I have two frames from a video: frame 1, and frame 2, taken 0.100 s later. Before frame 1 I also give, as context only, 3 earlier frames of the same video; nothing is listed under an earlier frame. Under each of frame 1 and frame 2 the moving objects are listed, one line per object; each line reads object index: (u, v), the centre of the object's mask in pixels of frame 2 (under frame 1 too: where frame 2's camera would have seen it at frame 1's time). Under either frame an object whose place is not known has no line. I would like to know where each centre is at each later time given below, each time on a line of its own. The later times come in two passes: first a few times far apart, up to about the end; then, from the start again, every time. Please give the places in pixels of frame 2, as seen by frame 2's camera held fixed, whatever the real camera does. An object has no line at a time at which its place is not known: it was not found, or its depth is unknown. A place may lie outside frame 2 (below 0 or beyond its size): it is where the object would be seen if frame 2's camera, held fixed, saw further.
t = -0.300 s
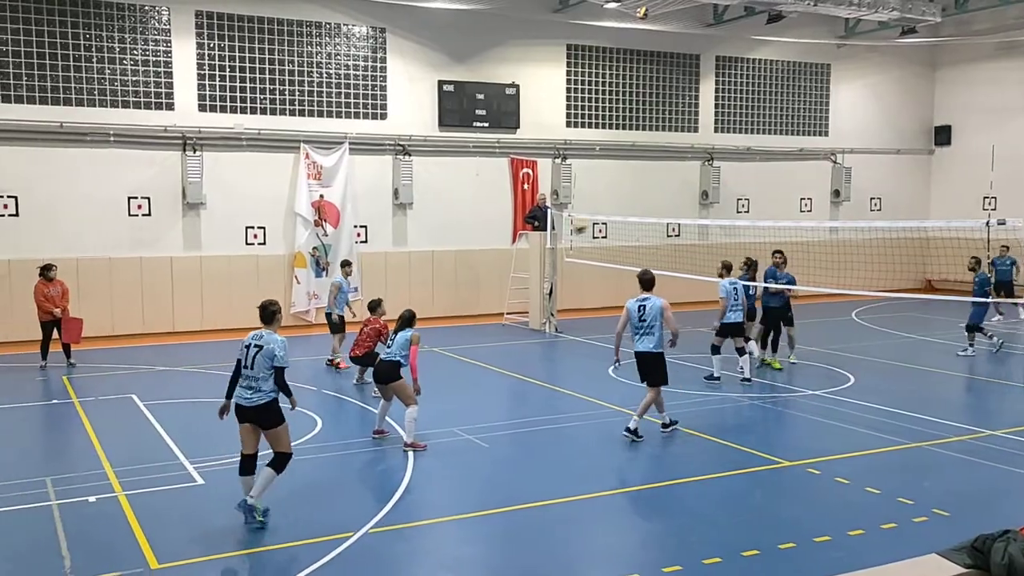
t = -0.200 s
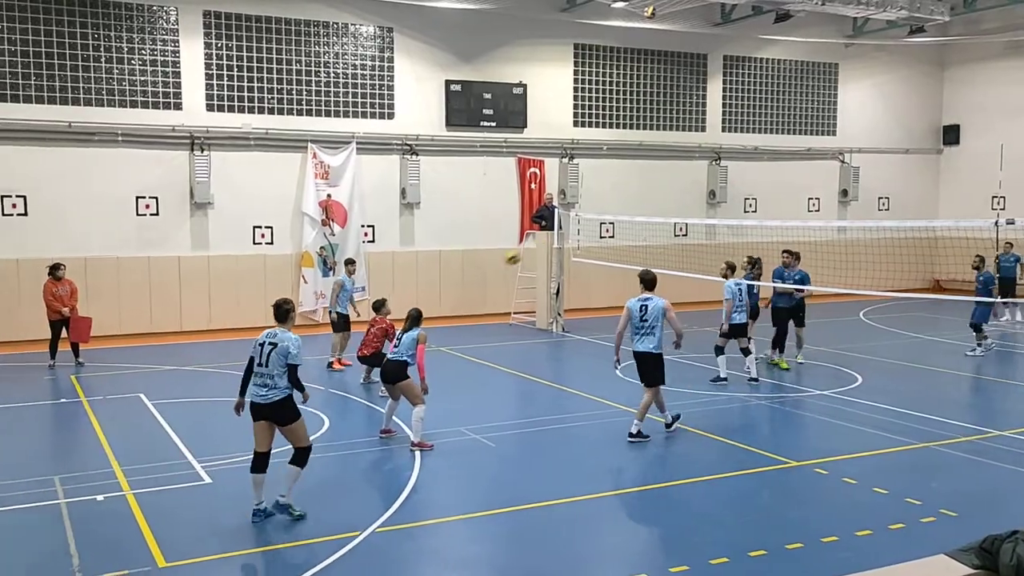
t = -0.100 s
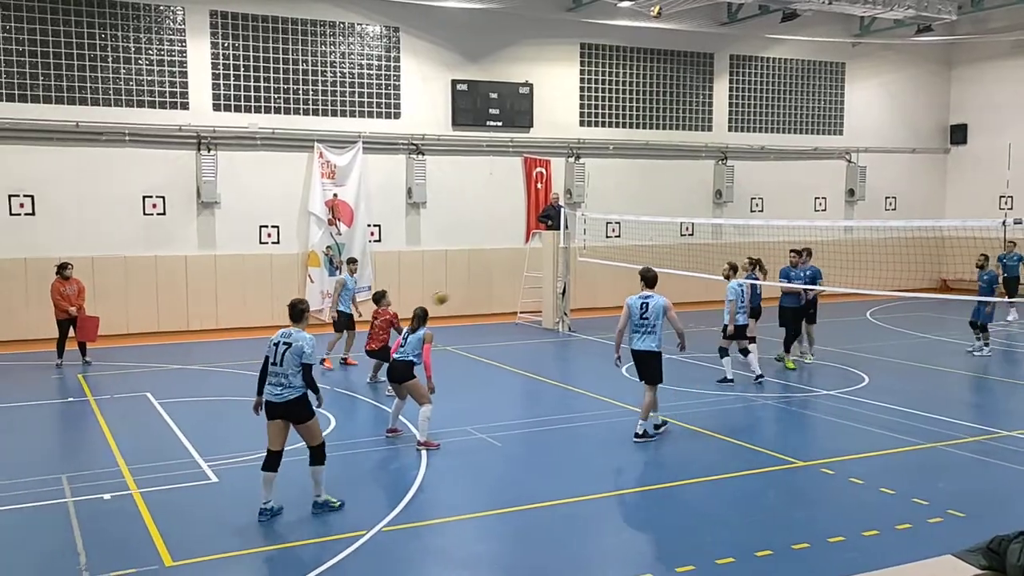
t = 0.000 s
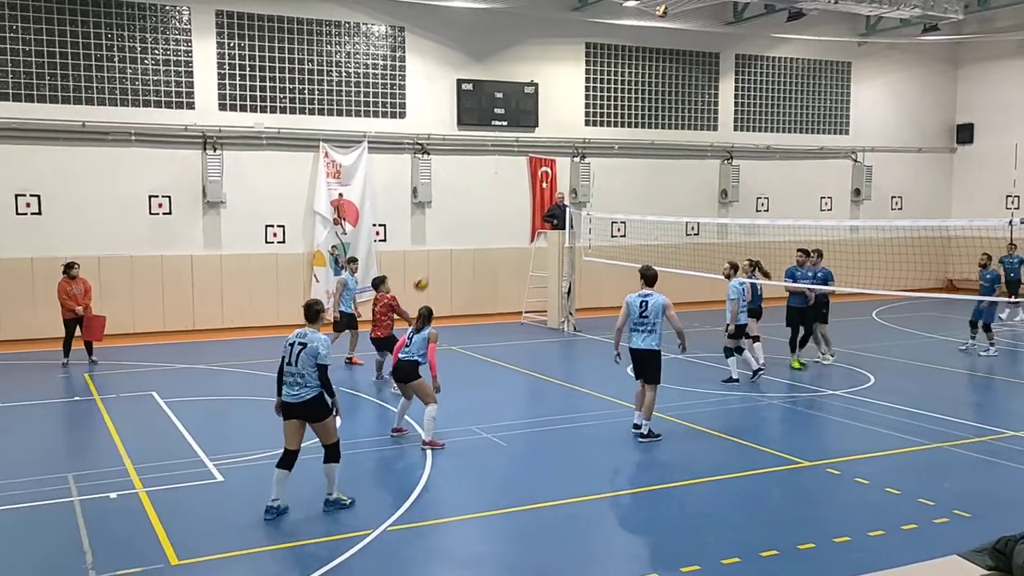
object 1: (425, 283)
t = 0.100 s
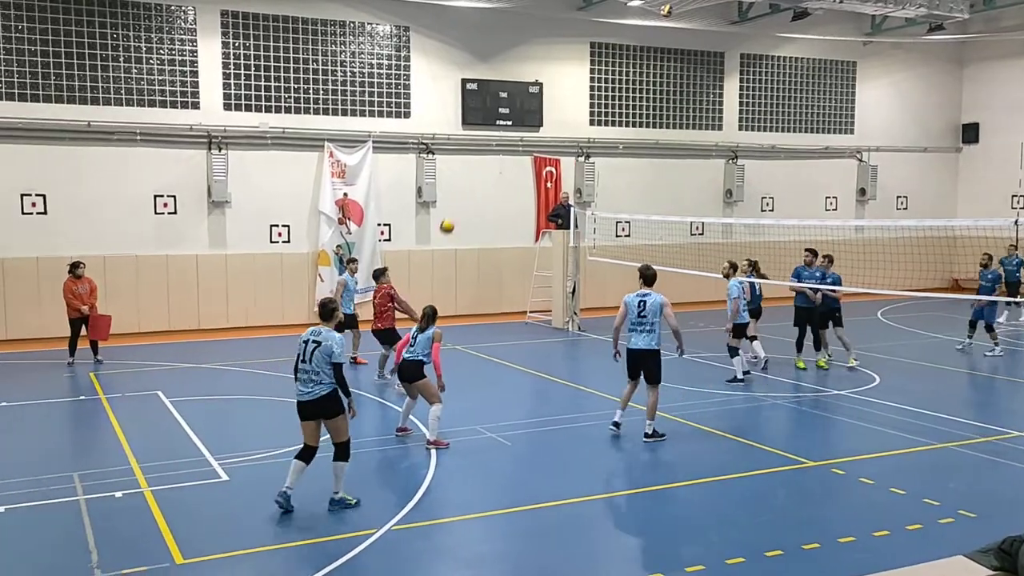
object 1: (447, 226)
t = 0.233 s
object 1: (475, 163)
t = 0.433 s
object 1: (514, 91)
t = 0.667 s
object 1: (559, 46)
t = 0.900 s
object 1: (602, 37)
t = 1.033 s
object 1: (626, 50)
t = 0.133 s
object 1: (453, 210)
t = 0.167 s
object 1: (461, 193)
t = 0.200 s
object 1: (467, 178)
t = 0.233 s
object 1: (475, 163)
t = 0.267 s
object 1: (482, 149)
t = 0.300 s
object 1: (489, 136)
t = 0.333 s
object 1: (495, 123)
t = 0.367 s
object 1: (502, 111)
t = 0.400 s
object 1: (508, 100)
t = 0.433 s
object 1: (514, 91)
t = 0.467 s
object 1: (521, 84)
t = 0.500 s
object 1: (528, 76)
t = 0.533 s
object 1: (535, 69)
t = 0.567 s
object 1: (541, 61)
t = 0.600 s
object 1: (547, 56)
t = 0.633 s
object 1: (554, 51)
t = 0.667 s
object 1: (559, 46)
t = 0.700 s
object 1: (566, 42)
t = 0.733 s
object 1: (571, 40)
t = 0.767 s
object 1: (578, 38)
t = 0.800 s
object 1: (584, 37)
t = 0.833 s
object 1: (589, 36)
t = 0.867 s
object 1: (596, 36)
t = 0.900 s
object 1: (602, 37)
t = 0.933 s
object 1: (608, 39)
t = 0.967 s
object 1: (613, 42)
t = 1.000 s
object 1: (619, 45)
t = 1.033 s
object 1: (626, 50)
